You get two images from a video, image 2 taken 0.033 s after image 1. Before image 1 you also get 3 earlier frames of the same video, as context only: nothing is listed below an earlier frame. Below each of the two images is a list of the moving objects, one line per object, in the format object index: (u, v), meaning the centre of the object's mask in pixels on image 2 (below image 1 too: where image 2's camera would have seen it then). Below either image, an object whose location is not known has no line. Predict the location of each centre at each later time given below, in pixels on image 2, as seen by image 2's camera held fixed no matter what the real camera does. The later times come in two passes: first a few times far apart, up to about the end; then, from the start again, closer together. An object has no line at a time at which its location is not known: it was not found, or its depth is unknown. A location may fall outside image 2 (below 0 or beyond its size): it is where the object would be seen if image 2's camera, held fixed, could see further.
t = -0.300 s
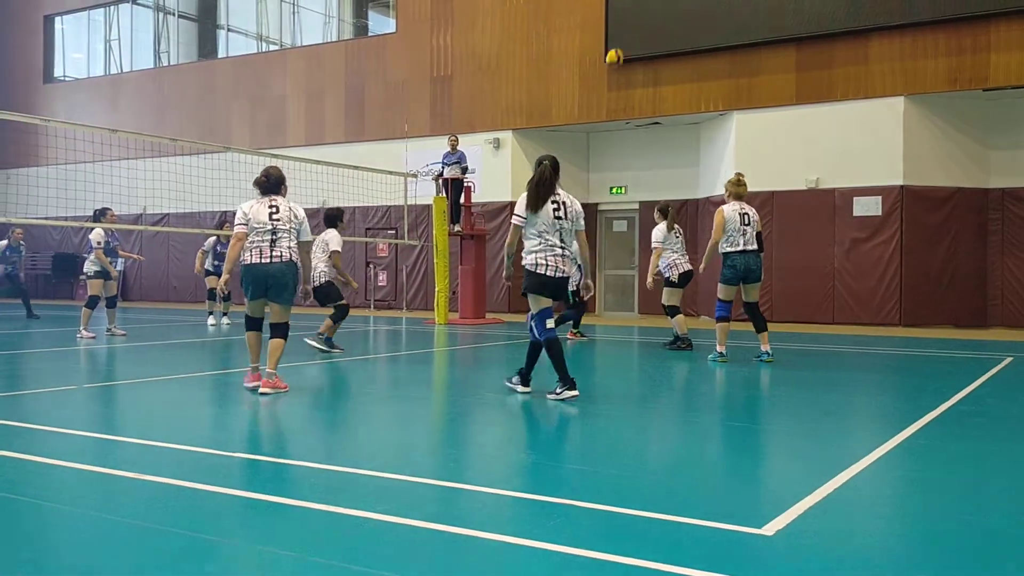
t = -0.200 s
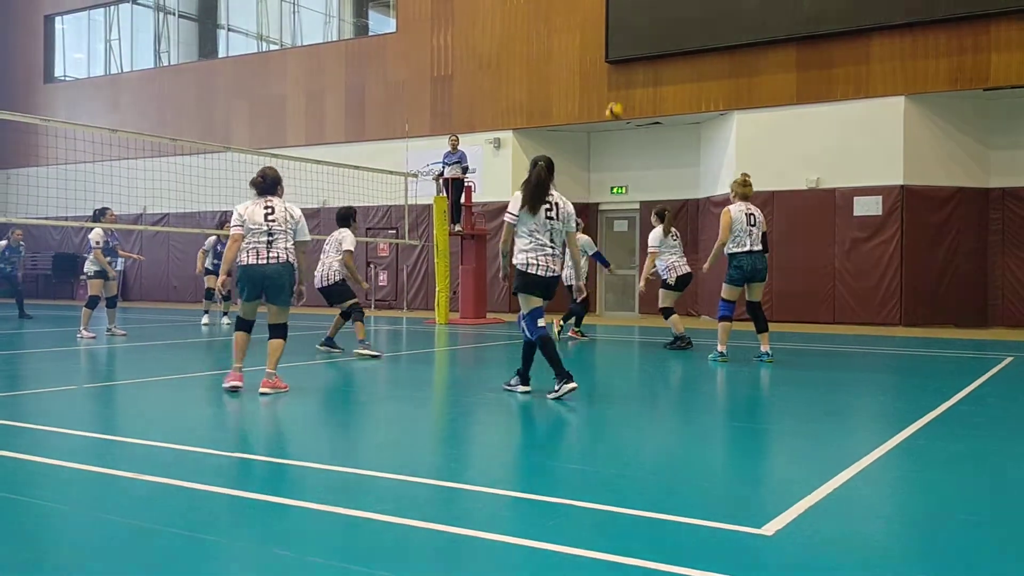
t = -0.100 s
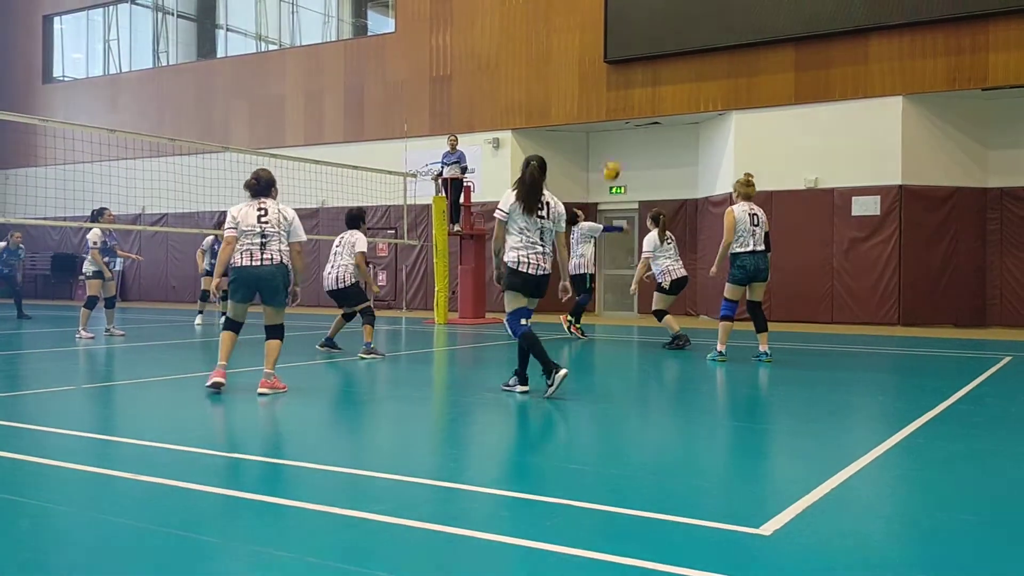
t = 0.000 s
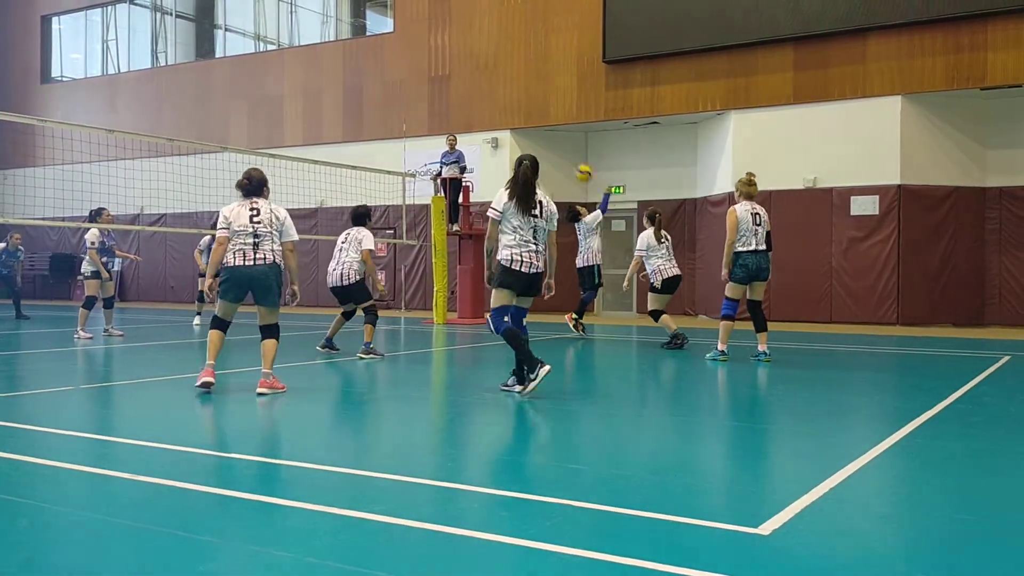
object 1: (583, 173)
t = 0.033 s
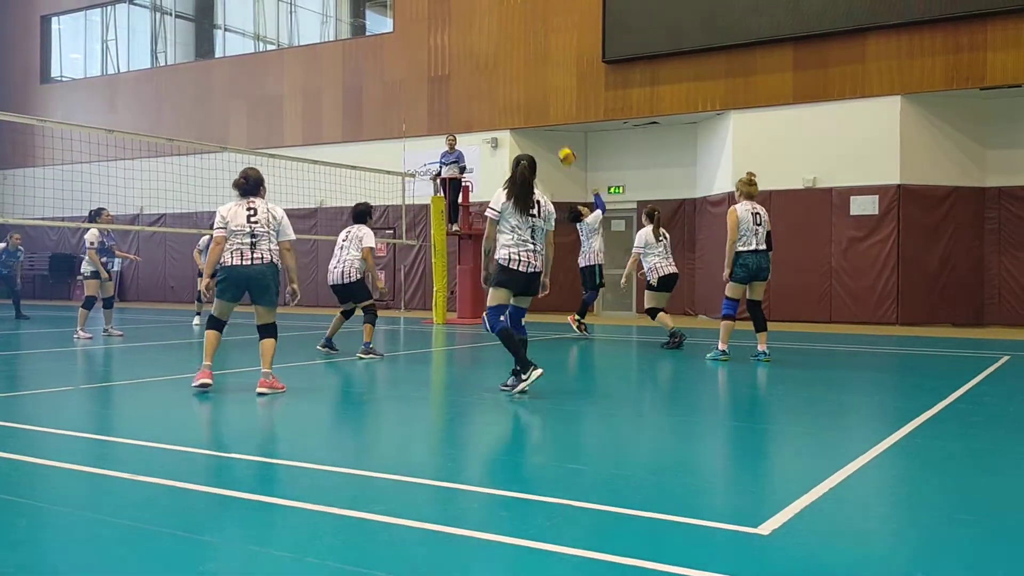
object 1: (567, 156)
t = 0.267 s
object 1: (453, 64)
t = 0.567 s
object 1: (314, 15)
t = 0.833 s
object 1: (195, 29)
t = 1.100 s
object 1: (81, 102)
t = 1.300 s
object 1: (2, 191)
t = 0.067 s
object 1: (550, 140)
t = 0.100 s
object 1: (534, 125)
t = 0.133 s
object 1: (517, 109)
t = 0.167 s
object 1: (500, 98)
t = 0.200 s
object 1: (485, 86)
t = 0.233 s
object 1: (469, 74)
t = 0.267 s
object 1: (453, 64)
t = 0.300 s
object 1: (437, 55)
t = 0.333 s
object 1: (422, 47)
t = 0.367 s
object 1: (407, 39)
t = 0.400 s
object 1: (390, 33)
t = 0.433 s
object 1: (375, 27)
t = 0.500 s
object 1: (345, 19)
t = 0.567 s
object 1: (314, 15)
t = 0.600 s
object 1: (298, 13)
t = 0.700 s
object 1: (254, 16)
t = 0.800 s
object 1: (208, 25)
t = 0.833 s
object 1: (195, 29)
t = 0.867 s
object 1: (181, 36)
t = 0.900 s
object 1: (165, 44)
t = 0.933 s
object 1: (152, 51)
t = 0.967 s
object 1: (138, 61)
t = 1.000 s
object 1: (124, 69)
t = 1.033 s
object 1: (109, 80)
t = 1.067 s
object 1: (95, 90)
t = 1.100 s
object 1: (81, 102)
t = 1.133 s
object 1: (69, 114)
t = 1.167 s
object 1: (53, 131)
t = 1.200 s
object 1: (40, 143)
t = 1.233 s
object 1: (27, 157)
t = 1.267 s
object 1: (14, 174)
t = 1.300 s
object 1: (2, 191)
